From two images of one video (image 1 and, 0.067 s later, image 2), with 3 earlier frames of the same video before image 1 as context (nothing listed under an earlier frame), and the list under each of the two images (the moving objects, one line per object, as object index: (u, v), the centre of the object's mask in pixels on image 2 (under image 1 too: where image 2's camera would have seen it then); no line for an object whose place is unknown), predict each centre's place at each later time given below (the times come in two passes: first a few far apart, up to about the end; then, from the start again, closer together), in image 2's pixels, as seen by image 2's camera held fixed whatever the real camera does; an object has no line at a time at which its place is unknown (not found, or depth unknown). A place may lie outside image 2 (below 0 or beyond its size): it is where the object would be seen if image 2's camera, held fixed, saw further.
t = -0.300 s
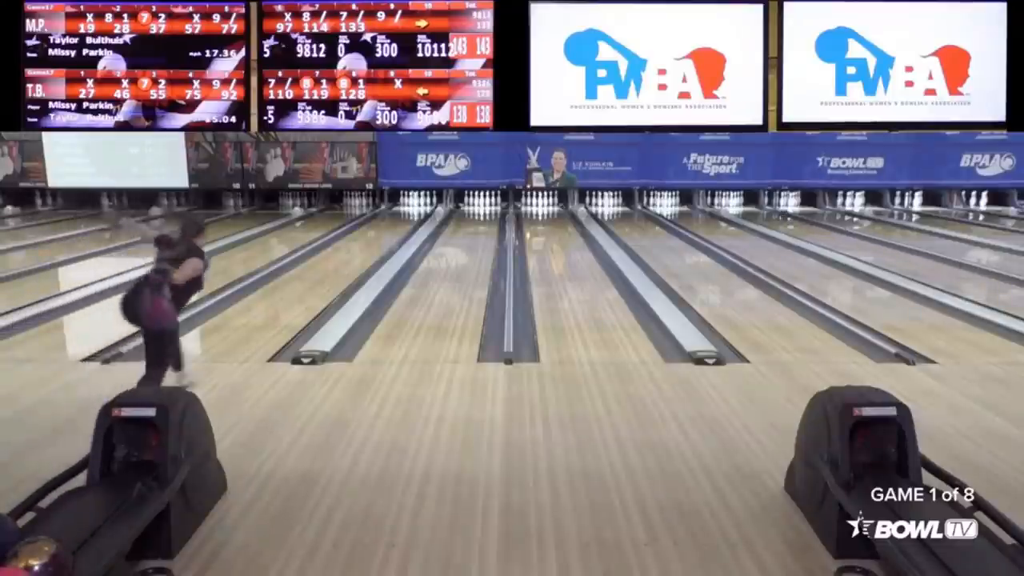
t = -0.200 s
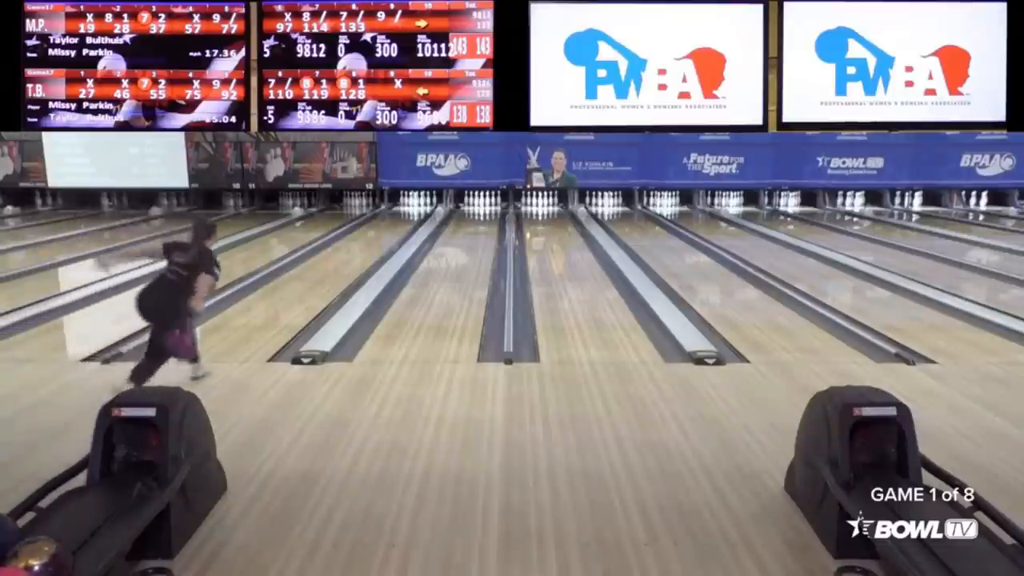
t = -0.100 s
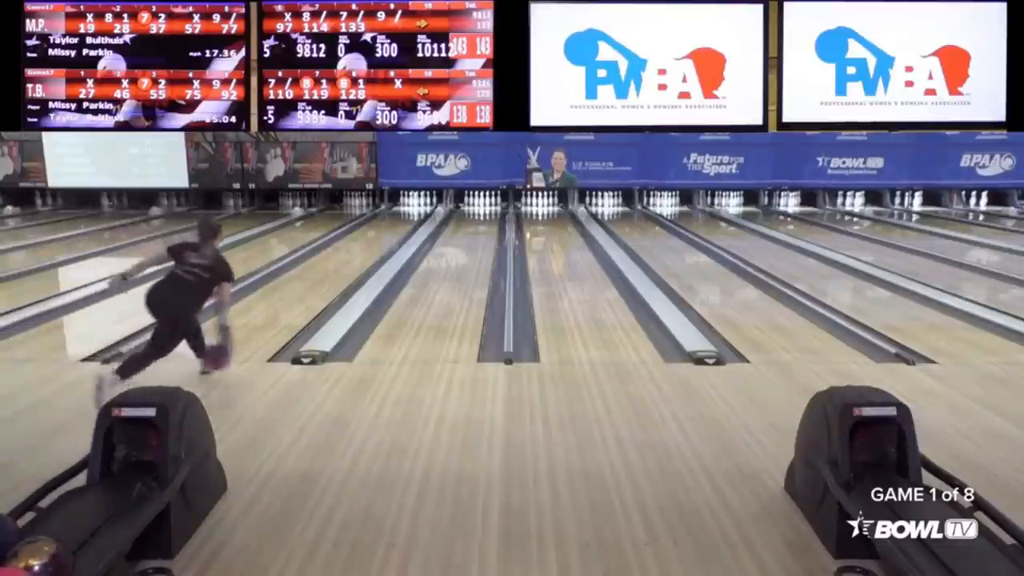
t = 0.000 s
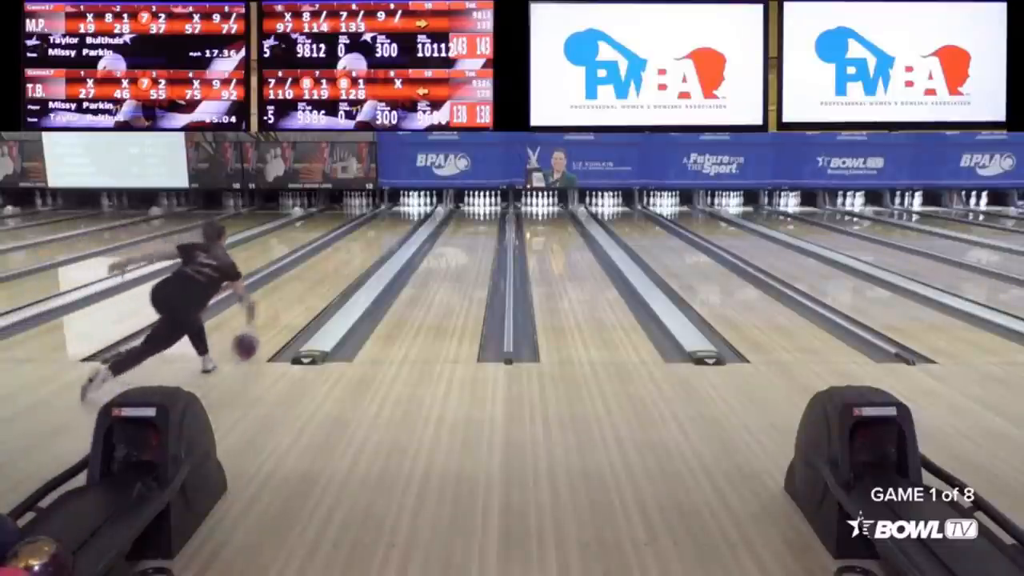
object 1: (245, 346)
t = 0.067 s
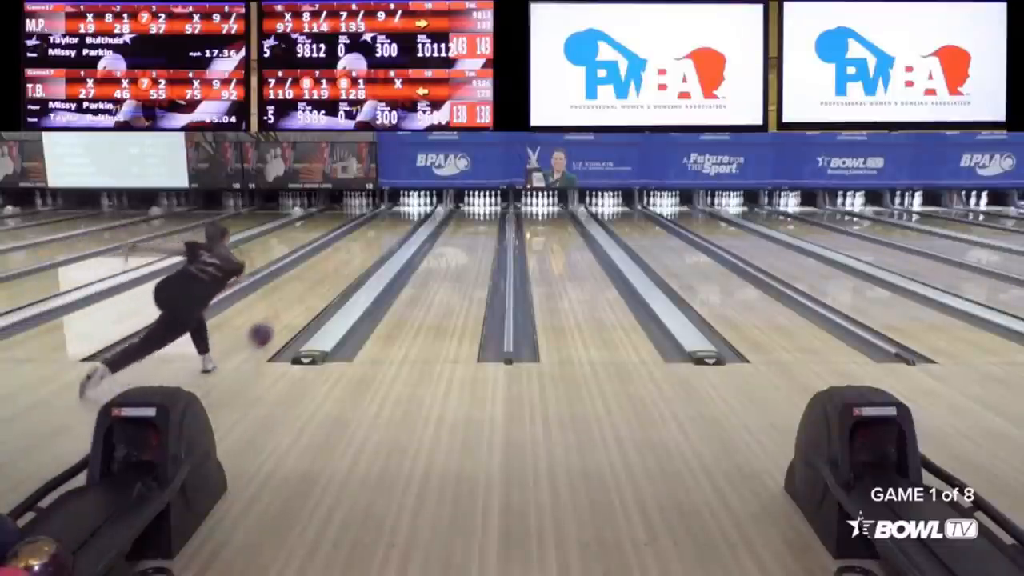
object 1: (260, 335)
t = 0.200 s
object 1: (287, 314)
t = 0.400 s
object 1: (317, 289)
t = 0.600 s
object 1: (340, 272)
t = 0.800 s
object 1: (358, 258)
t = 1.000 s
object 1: (373, 247)
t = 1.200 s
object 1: (384, 237)
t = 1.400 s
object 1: (394, 230)
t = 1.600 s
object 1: (402, 225)
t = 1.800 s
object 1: (409, 219)
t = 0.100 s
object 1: (267, 330)
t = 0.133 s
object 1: (274, 324)
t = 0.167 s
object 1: (281, 319)
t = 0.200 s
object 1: (287, 314)
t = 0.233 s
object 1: (293, 309)
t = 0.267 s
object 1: (298, 304)
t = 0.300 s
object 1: (303, 301)
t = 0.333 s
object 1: (308, 297)
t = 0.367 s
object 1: (313, 293)
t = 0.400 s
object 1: (317, 289)
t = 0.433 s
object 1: (321, 286)
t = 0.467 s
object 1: (326, 283)
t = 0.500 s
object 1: (329, 280)
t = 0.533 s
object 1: (333, 277)
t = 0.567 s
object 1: (337, 275)
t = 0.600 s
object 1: (340, 272)
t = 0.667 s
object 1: (347, 267)
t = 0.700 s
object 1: (350, 264)
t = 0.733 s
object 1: (353, 262)
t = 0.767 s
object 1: (356, 260)
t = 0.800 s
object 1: (358, 258)
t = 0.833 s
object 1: (361, 256)
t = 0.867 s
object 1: (364, 254)
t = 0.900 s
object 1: (366, 252)
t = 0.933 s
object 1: (368, 250)
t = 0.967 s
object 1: (371, 249)
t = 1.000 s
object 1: (373, 247)
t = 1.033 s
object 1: (375, 245)
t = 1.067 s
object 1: (377, 244)
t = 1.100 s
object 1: (379, 242)
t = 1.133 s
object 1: (381, 241)
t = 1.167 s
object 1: (382, 239)
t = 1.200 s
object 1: (384, 237)
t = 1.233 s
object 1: (386, 236)
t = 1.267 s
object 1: (388, 235)
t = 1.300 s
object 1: (389, 234)
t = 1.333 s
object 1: (391, 232)
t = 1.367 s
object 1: (392, 231)
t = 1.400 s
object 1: (394, 230)
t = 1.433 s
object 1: (395, 230)
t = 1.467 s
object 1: (395, 229)
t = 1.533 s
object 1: (401, 226)
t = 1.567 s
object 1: (401, 225)
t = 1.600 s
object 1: (402, 225)
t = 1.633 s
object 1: (404, 223)
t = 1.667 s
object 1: (404, 223)
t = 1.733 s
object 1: (406, 221)
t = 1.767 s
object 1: (406, 221)
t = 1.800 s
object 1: (409, 219)
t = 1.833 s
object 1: (409, 219)
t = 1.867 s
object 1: (410, 219)
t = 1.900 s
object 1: (411, 216)
